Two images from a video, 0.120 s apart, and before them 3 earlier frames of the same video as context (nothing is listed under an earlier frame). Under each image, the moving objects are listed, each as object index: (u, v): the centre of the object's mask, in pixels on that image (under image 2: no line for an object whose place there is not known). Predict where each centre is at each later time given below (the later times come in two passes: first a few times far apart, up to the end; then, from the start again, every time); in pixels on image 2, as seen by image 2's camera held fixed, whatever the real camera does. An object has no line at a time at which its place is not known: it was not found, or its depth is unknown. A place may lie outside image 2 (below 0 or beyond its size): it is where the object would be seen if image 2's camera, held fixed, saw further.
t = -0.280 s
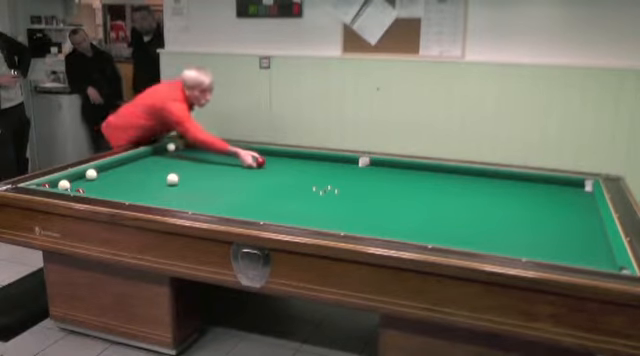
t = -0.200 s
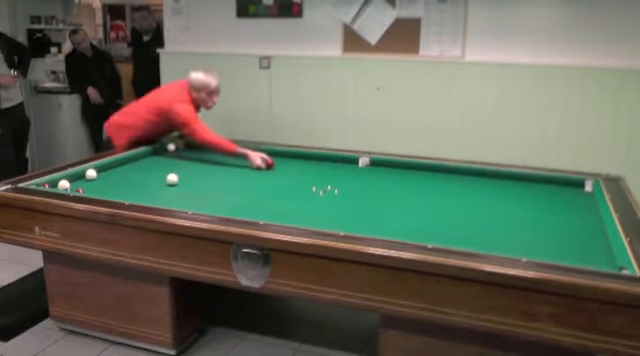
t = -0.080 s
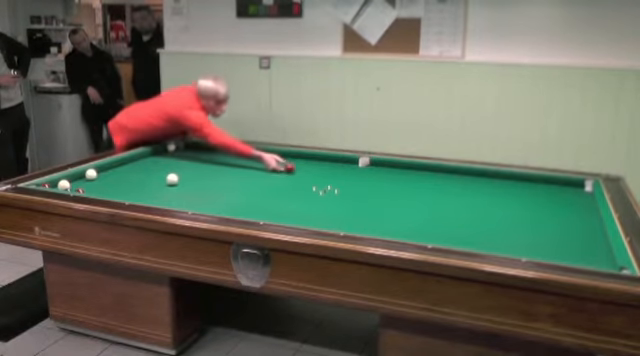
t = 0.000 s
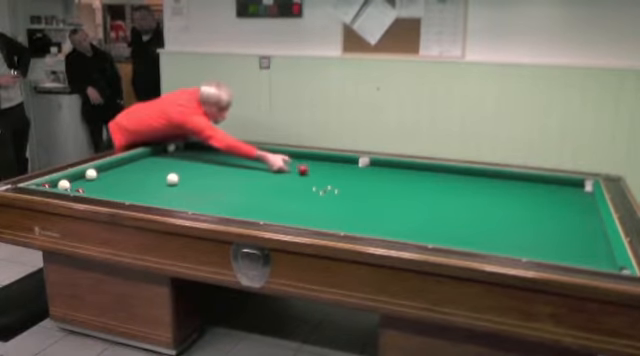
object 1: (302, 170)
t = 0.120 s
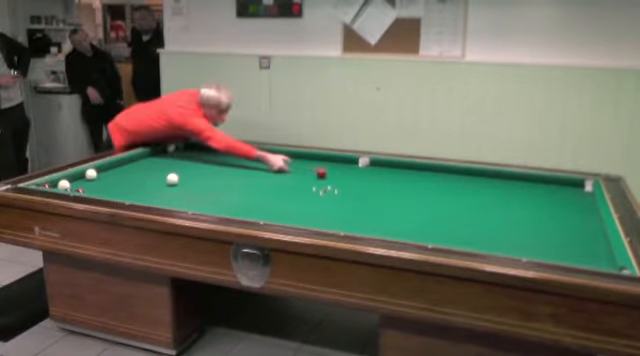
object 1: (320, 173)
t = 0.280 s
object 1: (346, 178)
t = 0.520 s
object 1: (384, 183)
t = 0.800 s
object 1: (432, 191)
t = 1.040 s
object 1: (476, 199)
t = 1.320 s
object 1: (529, 208)
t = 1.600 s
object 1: (585, 218)
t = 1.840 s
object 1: (570, 218)
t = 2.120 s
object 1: (536, 216)
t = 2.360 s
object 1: (508, 214)
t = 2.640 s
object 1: (475, 212)
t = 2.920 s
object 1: (443, 210)
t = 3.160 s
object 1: (416, 209)
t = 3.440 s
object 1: (385, 207)
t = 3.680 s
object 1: (359, 206)
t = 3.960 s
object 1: (330, 204)
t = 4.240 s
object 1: (303, 203)
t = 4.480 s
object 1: (279, 201)
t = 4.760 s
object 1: (254, 199)
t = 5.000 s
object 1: (233, 198)
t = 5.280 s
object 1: (209, 197)
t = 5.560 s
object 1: (188, 195)
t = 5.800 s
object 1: (170, 194)
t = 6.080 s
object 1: (150, 193)
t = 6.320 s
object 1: (134, 191)
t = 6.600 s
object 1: (117, 190)
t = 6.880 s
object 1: (101, 189)
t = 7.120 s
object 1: (88, 188)
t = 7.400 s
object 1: (75, 185)
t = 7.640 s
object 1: (69, 185)
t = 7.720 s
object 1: (68, 185)
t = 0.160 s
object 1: (327, 174)
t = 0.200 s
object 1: (333, 175)
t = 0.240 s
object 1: (339, 177)
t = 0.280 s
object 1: (346, 178)
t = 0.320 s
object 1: (351, 178)
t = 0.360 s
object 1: (358, 179)
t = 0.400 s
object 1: (365, 180)
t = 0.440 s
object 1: (371, 181)
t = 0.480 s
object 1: (378, 183)
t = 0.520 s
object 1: (384, 183)
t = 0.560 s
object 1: (391, 185)
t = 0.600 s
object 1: (398, 185)
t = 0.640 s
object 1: (405, 187)
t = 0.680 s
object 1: (412, 188)
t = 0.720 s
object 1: (419, 189)
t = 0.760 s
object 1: (425, 190)
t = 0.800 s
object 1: (432, 191)
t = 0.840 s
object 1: (440, 192)
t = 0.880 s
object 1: (447, 194)
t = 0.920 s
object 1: (454, 195)
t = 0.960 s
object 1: (461, 197)
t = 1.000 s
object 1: (469, 198)
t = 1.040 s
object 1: (476, 199)
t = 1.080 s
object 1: (483, 200)
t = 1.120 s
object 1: (491, 202)
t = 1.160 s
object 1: (498, 203)
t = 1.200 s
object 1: (506, 205)
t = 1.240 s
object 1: (513, 206)
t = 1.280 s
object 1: (521, 207)
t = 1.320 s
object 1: (529, 208)
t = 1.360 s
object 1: (537, 210)
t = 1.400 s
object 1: (545, 211)
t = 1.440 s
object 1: (552, 212)
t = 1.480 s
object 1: (560, 214)
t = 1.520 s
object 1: (569, 215)
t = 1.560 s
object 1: (576, 217)
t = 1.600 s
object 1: (585, 218)
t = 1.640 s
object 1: (593, 220)
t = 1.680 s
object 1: (592, 220)
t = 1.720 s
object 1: (586, 219)
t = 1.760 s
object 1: (580, 219)
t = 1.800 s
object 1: (574, 219)
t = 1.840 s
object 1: (570, 218)
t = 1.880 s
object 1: (565, 218)
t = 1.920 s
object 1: (560, 218)
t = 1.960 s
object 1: (555, 217)
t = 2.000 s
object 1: (551, 217)
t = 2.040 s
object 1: (546, 217)
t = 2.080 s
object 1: (541, 216)
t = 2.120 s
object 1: (536, 216)
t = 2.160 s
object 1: (532, 216)
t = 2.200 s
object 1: (527, 215)
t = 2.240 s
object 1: (522, 215)
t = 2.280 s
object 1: (517, 215)
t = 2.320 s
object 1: (513, 215)
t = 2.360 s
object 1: (508, 214)
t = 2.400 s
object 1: (503, 214)
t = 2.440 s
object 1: (499, 214)
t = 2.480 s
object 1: (494, 213)
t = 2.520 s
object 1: (489, 213)
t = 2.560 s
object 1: (485, 213)
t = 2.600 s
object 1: (480, 212)
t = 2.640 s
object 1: (475, 212)
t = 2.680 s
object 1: (471, 212)
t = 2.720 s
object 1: (466, 212)
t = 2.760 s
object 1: (461, 211)
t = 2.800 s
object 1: (457, 211)
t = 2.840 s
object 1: (452, 211)
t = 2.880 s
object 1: (447, 211)
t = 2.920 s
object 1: (443, 210)
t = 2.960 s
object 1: (438, 210)
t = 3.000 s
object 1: (434, 210)
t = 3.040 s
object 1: (429, 210)
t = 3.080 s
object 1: (425, 209)
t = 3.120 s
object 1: (420, 209)
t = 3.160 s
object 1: (416, 209)
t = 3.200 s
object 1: (412, 209)
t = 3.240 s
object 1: (407, 209)
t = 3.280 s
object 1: (403, 208)
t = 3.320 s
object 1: (398, 208)
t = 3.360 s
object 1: (394, 208)
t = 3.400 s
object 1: (390, 207)
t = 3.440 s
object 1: (385, 207)
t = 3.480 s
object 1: (381, 207)
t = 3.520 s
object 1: (376, 206)
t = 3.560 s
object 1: (372, 206)
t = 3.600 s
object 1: (368, 206)
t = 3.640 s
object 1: (364, 206)
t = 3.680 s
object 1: (359, 206)
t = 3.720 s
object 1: (355, 205)
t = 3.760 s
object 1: (351, 205)
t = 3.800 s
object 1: (347, 205)
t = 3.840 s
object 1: (343, 205)
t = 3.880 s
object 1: (339, 205)
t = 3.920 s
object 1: (334, 204)
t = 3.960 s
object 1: (330, 204)
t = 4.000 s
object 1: (327, 204)
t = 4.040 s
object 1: (322, 204)
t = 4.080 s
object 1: (318, 203)
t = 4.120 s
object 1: (314, 203)
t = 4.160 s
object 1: (310, 203)
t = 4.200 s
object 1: (307, 203)
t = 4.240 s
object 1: (303, 203)
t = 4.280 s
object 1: (298, 202)
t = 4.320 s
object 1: (295, 202)
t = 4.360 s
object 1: (291, 202)
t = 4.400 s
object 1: (287, 202)
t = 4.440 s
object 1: (283, 201)
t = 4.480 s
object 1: (279, 201)
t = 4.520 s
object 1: (276, 201)
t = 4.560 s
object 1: (272, 201)
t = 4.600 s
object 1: (268, 200)
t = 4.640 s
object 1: (265, 200)
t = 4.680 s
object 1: (261, 200)
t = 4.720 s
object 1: (257, 200)
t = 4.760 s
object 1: (254, 199)
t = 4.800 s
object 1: (250, 199)
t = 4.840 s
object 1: (247, 199)
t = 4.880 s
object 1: (243, 199)
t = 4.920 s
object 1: (240, 199)
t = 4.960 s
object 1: (236, 198)
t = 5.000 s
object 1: (233, 198)
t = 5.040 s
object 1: (229, 198)
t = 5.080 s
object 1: (226, 198)
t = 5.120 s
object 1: (223, 198)
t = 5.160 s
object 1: (219, 197)
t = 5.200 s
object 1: (216, 197)
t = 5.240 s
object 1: (213, 197)
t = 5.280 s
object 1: (209, 197)
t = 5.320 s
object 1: (206, 197)
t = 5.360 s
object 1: (203, 197)
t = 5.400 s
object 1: (200, 196)
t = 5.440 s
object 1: (197, 196)
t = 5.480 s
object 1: (194, 196)
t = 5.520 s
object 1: (191, 195)
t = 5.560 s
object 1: (188, 195)
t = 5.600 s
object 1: (184, 195)
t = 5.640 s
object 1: (181, 195)
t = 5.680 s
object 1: (179, 195)
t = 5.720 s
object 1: (175, 194)
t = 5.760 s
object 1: (173, 194)
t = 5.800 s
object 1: (170, 194)
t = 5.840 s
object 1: (167, 194)
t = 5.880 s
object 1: (164, 194)
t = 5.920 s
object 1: (161, 194)
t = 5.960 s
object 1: (158, 193)
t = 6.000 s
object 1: (156, 193)
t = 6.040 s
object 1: (153, 193)
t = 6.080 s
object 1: (150, 193)
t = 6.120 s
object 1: (148, 192)
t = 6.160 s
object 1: (145, 192)
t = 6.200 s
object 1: (142, 192)
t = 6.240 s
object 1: (139, 192)
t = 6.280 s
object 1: (137, 192)
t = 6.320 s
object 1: (134, 191)
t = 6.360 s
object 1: (132, 192)
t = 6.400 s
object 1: (129, 191)
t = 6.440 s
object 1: (127, 191)
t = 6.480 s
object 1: (125, 191)
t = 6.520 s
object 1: (122, 191)
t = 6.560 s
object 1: (119, 190)
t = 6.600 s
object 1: (117, 190)
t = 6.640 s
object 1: (115, 190)
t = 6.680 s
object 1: (112, 190)
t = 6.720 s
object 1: (110, 190)
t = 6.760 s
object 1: (108, 190)
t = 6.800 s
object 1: (106, 189)
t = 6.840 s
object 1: (103, 189)
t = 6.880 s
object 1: (101, 189)
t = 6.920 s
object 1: (99, 189)
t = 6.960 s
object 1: (96, 189)
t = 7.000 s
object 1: (94, 188)
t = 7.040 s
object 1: (92, 188)
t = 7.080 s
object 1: (90, 188)
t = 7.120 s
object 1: (88, 188)
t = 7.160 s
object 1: (87, 187)
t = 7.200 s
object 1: (85, 187)
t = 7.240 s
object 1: (84, 185)
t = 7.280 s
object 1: (83, 186)
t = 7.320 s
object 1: (78, 186)
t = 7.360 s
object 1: (75, 185)
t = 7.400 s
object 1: (75, 185)
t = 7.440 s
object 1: (73, 186)
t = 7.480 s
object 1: (72, 186)
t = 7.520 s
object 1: (71, 186)
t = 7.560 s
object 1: (71, 186)
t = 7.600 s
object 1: (70, 186)
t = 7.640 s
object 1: (69, 185)
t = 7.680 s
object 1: (68, 185)
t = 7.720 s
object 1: (68, 185)
